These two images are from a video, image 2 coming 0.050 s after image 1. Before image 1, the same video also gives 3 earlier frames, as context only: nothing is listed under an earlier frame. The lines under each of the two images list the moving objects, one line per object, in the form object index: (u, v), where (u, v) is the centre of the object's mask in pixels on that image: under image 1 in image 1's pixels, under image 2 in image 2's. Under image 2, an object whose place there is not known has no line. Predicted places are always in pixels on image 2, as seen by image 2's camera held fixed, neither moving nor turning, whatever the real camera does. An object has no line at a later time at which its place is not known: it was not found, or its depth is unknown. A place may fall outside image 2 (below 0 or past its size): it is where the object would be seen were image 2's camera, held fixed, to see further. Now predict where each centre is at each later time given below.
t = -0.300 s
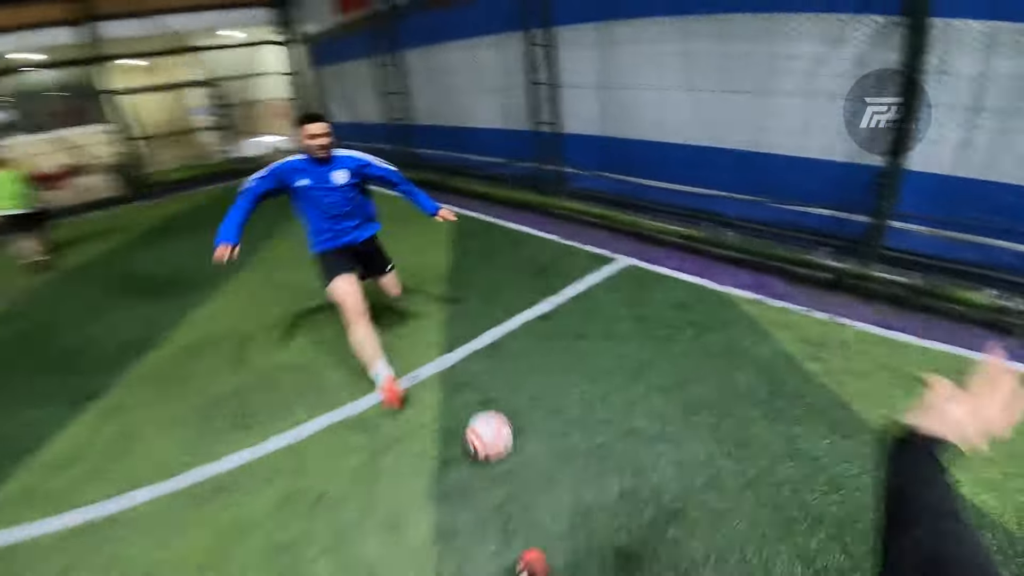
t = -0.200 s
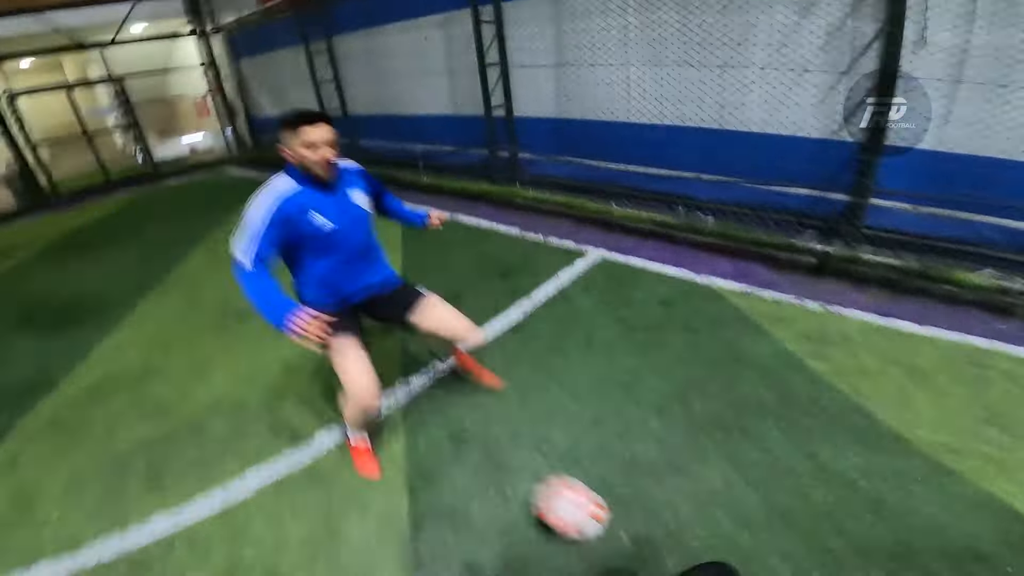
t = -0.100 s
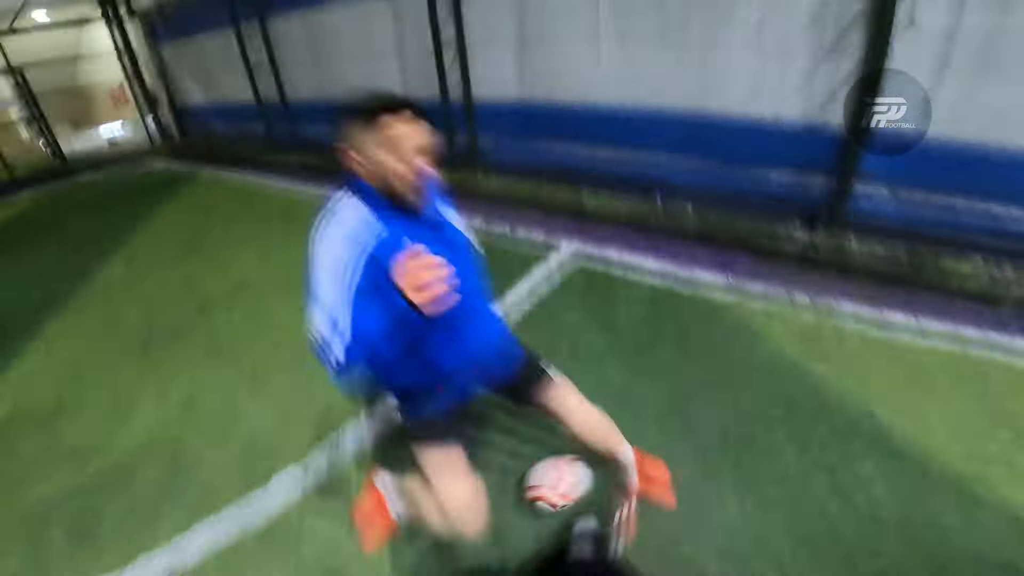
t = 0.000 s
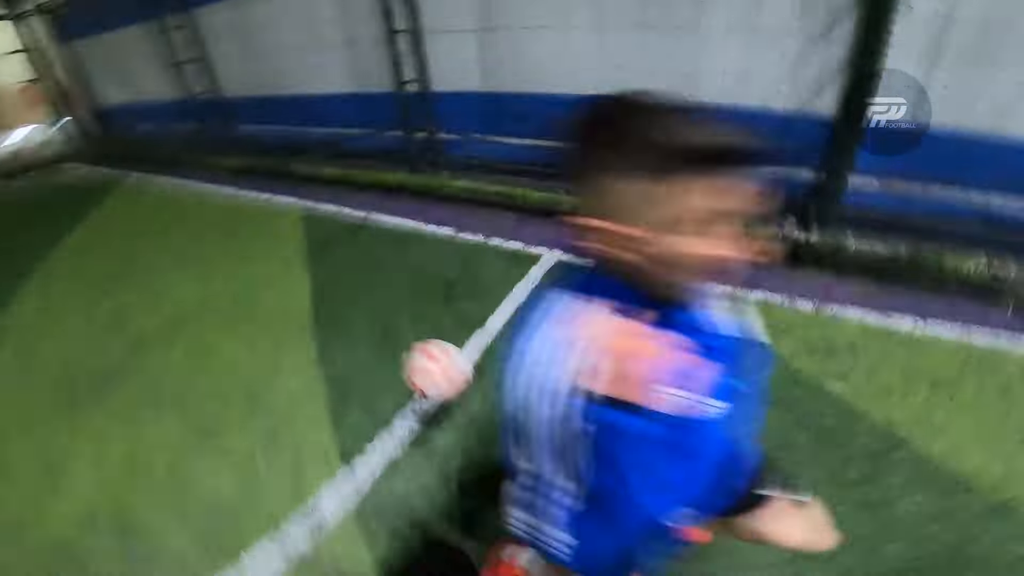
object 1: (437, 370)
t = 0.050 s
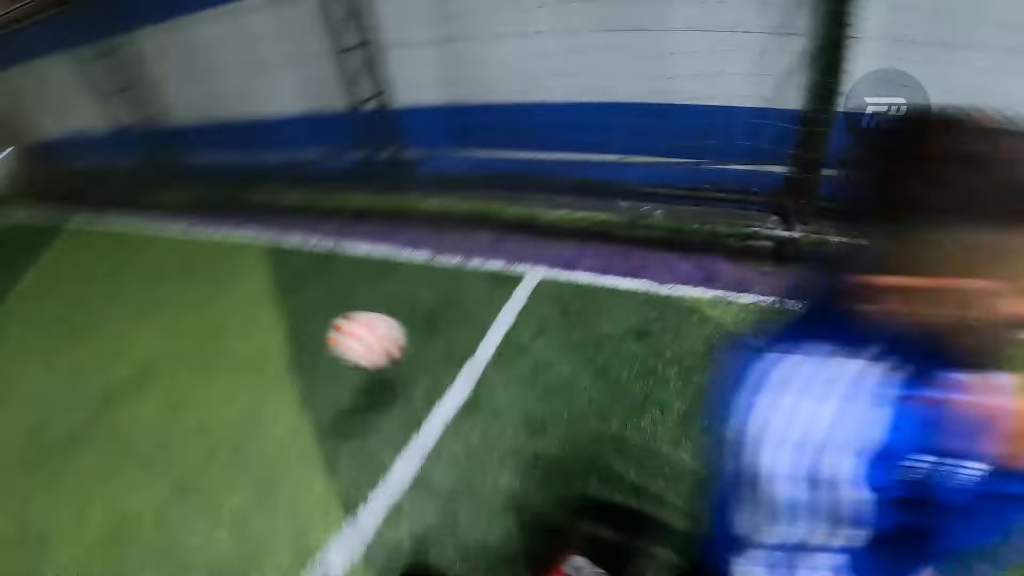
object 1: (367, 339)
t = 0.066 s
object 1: (350, 320)
